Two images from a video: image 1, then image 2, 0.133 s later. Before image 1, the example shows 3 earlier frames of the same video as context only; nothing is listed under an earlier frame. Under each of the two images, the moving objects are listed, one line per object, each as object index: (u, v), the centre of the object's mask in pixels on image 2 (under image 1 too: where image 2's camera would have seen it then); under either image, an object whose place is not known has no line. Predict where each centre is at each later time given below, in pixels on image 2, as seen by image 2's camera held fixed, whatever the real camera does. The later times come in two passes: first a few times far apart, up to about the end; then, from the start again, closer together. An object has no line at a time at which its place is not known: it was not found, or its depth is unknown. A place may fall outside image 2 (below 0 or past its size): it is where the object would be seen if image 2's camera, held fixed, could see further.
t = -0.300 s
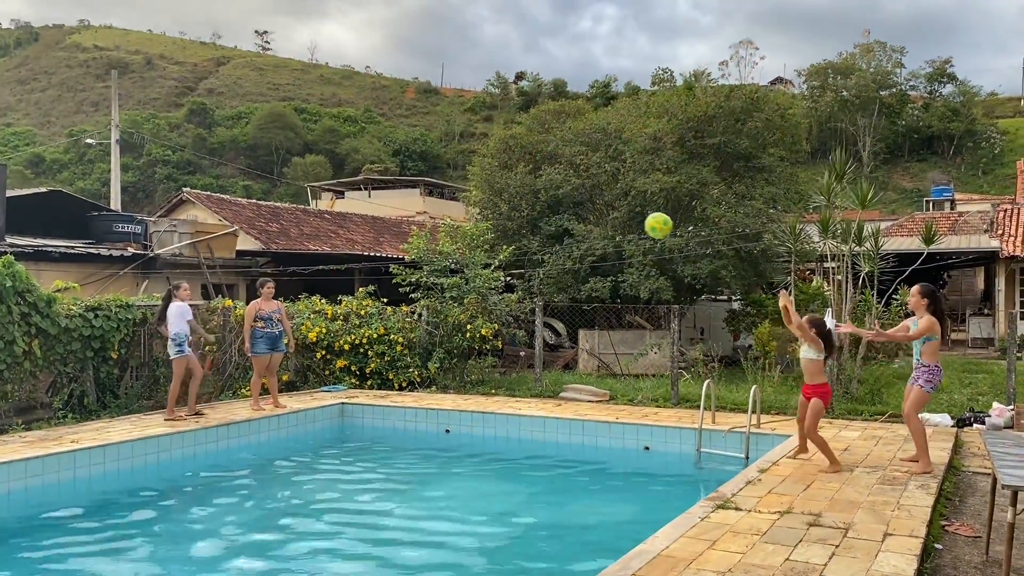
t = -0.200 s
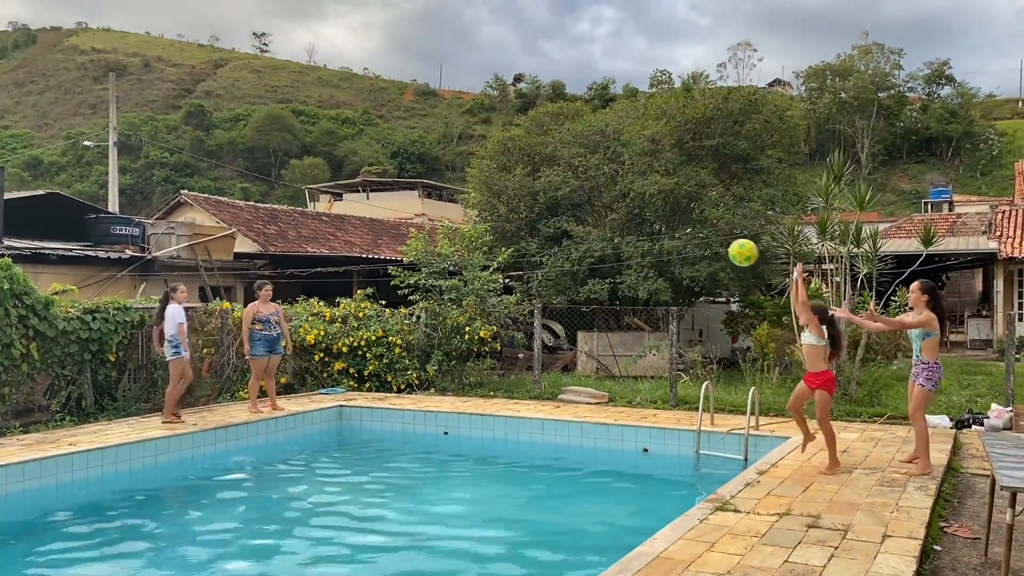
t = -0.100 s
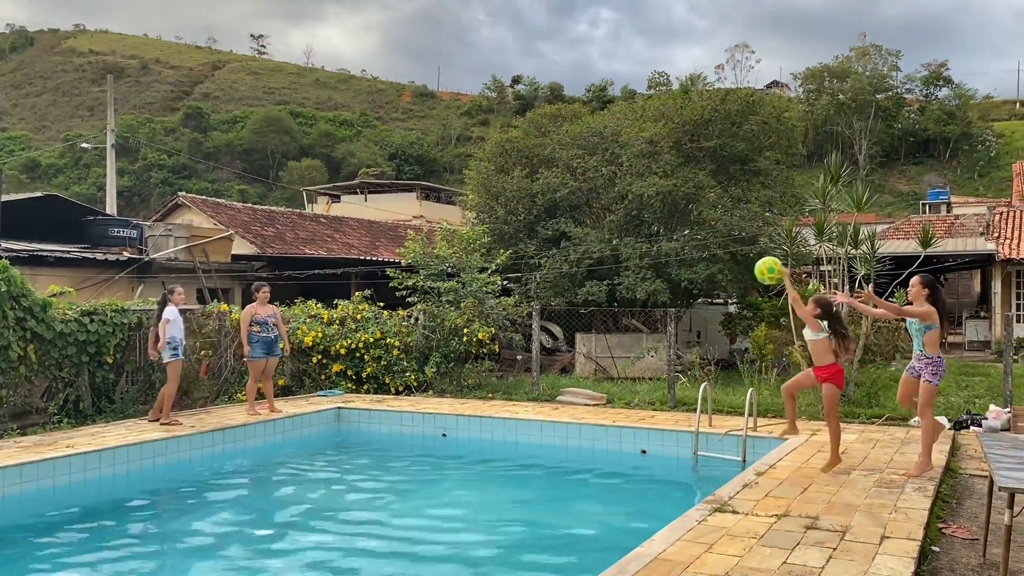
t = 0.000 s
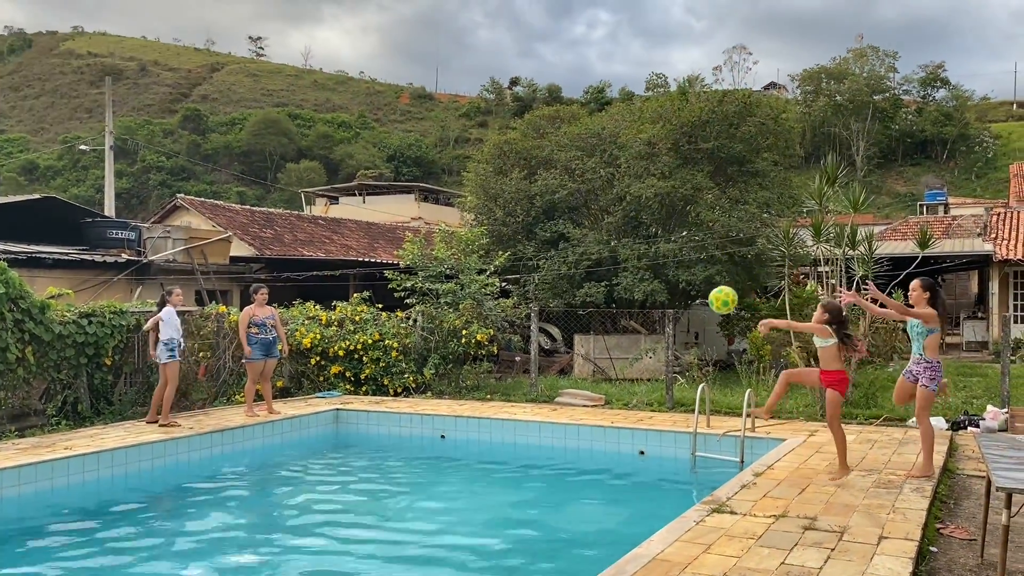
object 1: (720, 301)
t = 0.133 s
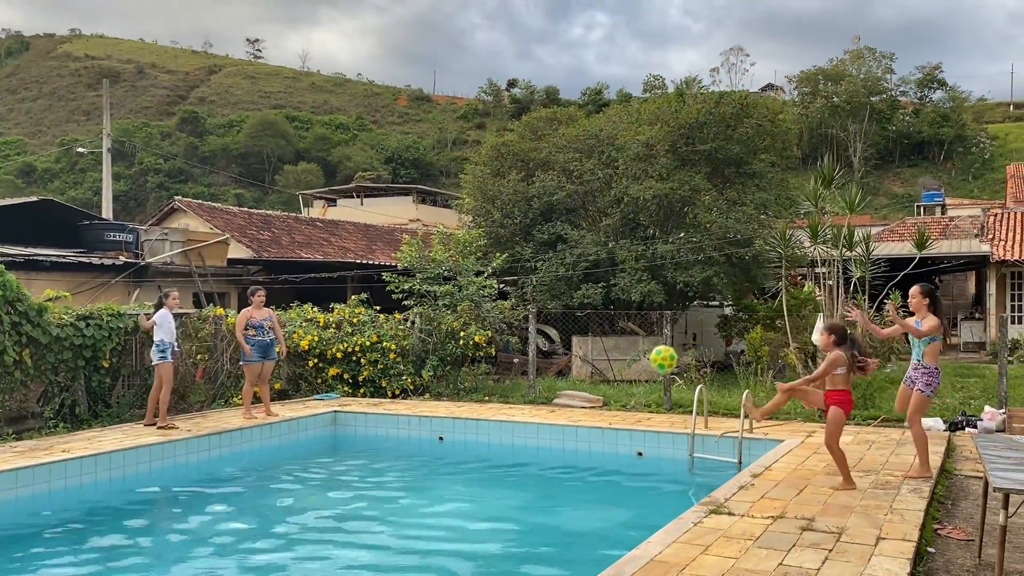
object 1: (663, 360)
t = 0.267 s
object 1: (608, 440)
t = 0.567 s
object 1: (553, 504)
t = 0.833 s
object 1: (530, 501)
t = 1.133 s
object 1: (510, 499)
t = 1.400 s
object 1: (494, 503)
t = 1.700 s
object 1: (482, 503)
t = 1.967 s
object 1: (472, 504)
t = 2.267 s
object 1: (462, 505)
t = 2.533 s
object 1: (454, 505)
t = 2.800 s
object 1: (446, 507)
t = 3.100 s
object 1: (438, 508)
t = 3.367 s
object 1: (432, 508)
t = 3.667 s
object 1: (425, 510)
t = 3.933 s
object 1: (421, 509)
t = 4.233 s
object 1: (416, 510)
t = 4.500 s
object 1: (411, 510)
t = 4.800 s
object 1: (407, 511)
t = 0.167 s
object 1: (649, 377)
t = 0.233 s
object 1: (622, 417)
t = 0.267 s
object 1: (608, 440)
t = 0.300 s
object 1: (594, 464)
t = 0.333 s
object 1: (581, 489)
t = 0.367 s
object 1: (569, 501)
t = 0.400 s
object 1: (564, 503)
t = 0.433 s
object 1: (560, 504)
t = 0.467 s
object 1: (557, 504)
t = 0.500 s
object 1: (555, 505)
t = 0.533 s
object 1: (555, 505)
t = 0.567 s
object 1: (553, 504)
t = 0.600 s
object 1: (551, 502)
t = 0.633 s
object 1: (547, 498)
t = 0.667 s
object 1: (544, 495)
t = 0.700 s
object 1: (541, 494)
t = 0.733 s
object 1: (538, 494)
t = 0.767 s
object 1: (536, 496)
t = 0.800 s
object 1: (533, 499)
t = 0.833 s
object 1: (530, 501)
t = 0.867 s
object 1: (527, 502)
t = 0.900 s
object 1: (525, 502)
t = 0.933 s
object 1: (523, 502)
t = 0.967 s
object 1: (521, 503)
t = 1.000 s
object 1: (519, 502)
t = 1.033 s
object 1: (517, 501)
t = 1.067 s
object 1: (515, 500)
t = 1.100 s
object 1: (512, 500)
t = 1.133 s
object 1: (510, 499)
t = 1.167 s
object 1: (507, 500)
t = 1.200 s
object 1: (505, 500)
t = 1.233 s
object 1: (503, 500)
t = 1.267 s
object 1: (501, 501)
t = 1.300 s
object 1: (499, 502)
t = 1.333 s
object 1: (497, 502)
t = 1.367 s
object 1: (495, 503)
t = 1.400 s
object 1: (494, 503)
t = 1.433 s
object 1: (492, 503)
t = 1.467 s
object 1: (491, 503)
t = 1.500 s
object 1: (489, 503)
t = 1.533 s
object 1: (488, 503)
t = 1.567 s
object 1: (486, 503)
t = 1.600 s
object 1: (485, 503)
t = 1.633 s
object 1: (484, 503)
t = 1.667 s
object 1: (483, 503)
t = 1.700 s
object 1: (482, 503)
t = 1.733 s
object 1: (480, 503)
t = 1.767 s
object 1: (479, 504)
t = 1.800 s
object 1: (478, 504)
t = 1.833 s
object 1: (477, 504)
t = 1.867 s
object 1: (476, 504)
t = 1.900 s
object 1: (474, 504)
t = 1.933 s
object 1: (473, 504)
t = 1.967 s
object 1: (472, 504)
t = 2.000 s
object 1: (471, 503)
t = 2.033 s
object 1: (470, 503)
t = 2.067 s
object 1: (469, 503)
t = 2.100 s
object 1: (468, 503)
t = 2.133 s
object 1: (466, 504)
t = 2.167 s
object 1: (465, 504)
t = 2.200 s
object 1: (464, 505)
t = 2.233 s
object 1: (463, 505)
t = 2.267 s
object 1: (462, 505)
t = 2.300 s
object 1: (461, 505)
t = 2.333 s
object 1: (460, 506)
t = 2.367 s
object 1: (459, 506)
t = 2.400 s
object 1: (458, 505)
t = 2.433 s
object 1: (457, 505)
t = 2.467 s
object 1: (456, 505)
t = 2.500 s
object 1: (455, 505)
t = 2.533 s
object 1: (454, 505)
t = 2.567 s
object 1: (453, 505)
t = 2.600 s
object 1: (452, 505)
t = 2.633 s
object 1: (450, 506)
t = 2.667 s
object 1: (450, 505)
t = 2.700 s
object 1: (449, 506)
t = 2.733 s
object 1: (447, 506)
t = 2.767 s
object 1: (446, 507)
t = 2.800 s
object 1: (446, 507)
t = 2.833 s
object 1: (445, 507)
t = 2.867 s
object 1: (444, 507)
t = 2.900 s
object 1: (443, 507)
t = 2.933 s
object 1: (442, 507)
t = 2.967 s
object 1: (441, 507)
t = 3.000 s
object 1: (441, 507)
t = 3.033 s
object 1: (440, 508)
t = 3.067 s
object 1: (439, 508)
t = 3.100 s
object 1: (438, 508)
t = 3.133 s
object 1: (437, 508)
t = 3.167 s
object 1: (437, 508)
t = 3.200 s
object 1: (436, 508)
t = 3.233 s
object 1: (435, 508)
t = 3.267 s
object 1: (434, 508)
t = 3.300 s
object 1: (433, 508)
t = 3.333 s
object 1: (433, 508)
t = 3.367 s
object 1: (432, 508)
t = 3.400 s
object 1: (431, 508)
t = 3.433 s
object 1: (430, 509)
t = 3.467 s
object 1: (429, 509)
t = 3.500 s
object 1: (428, 509)
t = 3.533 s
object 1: (428, 509)
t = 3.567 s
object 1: (427, 509)
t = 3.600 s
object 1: (426, 509)
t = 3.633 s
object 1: (426, 509)
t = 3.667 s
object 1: (425, 510)
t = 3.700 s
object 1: (425, 510)
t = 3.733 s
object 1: (424, 510)
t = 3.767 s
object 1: (423, 509)
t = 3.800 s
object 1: (423, 509)
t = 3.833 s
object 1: (423, 509)
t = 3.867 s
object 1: (422, 509)
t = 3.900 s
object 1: (421, 509)
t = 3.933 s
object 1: (421, 509)
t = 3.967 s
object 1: (420, 509)
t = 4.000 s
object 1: (420, 509)
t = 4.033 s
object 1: (419, 509)
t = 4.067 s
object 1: (418, 509)
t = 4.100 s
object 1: (418, 509)
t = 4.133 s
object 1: (418, 510)
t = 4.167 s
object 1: (417, 510)
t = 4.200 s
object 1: (416, 510)
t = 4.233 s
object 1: (416, 510)
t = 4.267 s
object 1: (415, 510)
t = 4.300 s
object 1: (414, 510)
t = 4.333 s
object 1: (414, 510)
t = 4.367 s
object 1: (413, 510)
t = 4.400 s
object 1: (412, 510)
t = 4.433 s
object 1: (412, 511)
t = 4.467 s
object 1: (411, 510)
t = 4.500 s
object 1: (411, 510)
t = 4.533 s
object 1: (411, 510)
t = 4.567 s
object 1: (410, 510)
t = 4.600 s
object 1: (410, 510)
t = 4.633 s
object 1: (409, 510)
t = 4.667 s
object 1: (409, 510)
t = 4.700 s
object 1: (408, 510)
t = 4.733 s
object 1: (408, 510)
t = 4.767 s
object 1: (407, 511)
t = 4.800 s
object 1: (407, 511)
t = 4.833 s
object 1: (406, 511)
